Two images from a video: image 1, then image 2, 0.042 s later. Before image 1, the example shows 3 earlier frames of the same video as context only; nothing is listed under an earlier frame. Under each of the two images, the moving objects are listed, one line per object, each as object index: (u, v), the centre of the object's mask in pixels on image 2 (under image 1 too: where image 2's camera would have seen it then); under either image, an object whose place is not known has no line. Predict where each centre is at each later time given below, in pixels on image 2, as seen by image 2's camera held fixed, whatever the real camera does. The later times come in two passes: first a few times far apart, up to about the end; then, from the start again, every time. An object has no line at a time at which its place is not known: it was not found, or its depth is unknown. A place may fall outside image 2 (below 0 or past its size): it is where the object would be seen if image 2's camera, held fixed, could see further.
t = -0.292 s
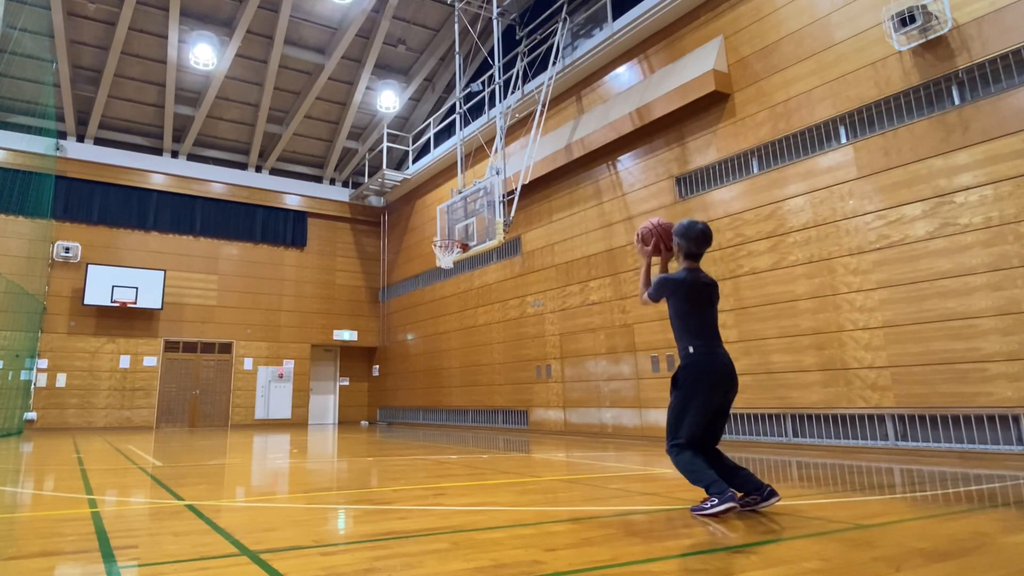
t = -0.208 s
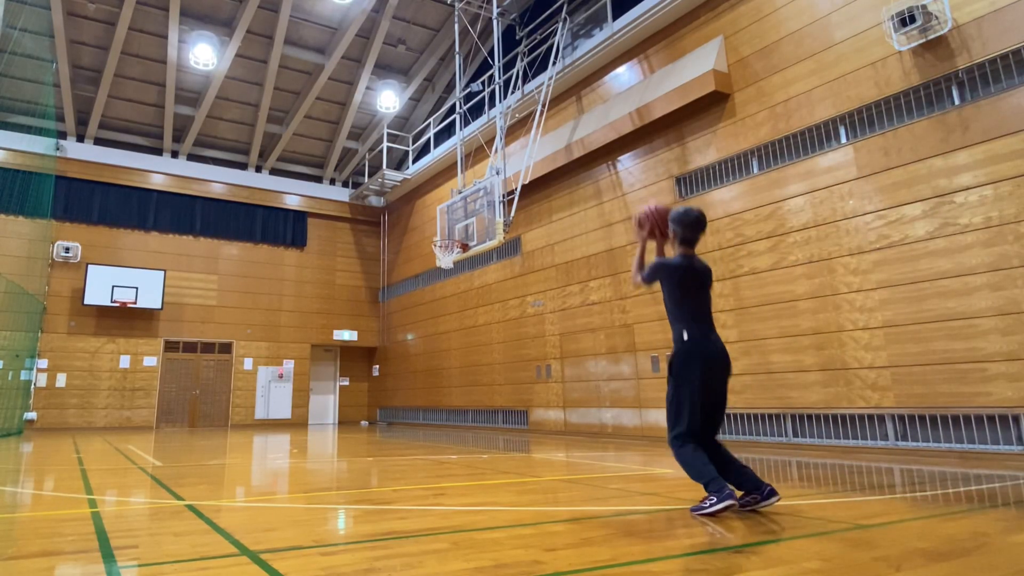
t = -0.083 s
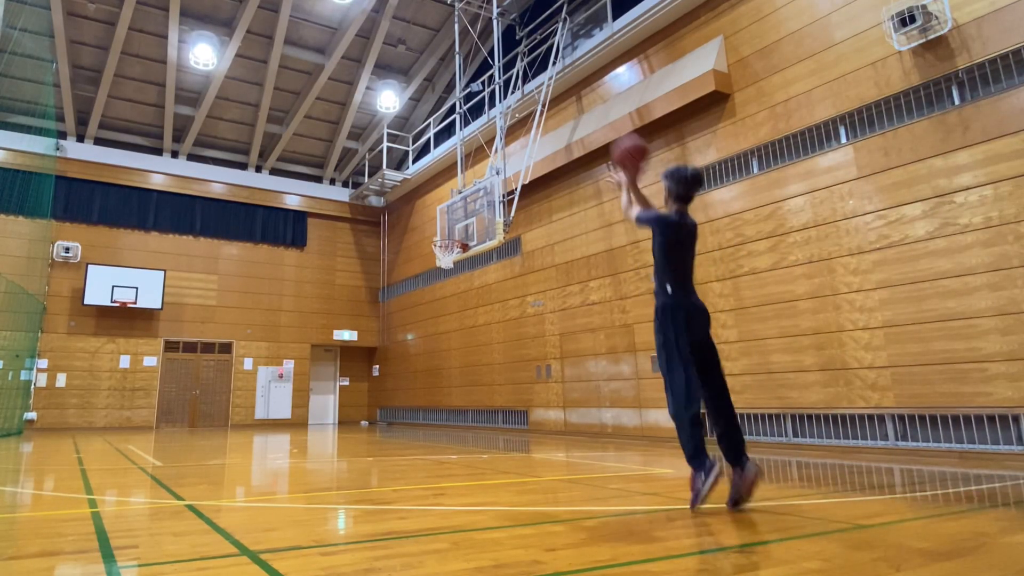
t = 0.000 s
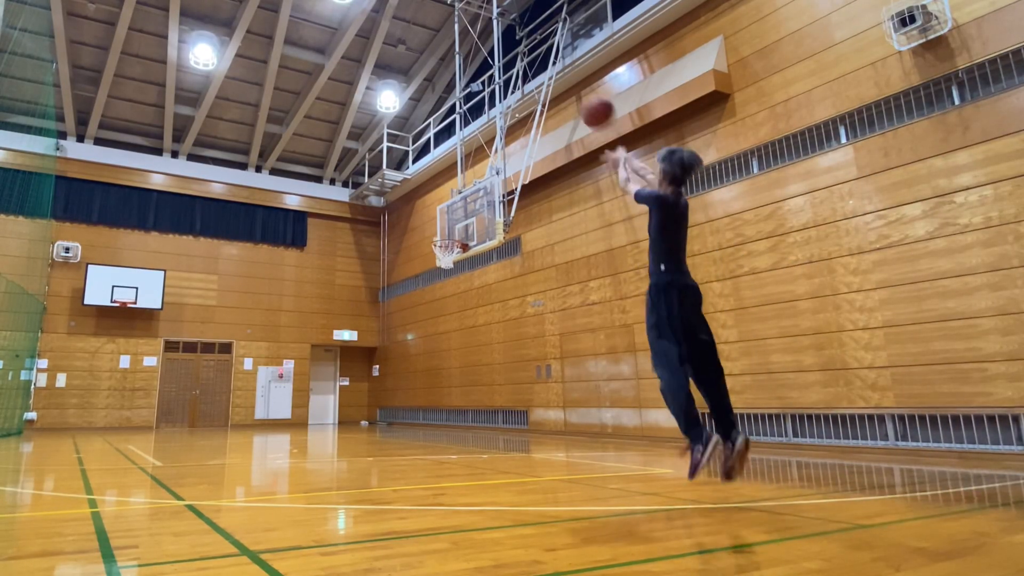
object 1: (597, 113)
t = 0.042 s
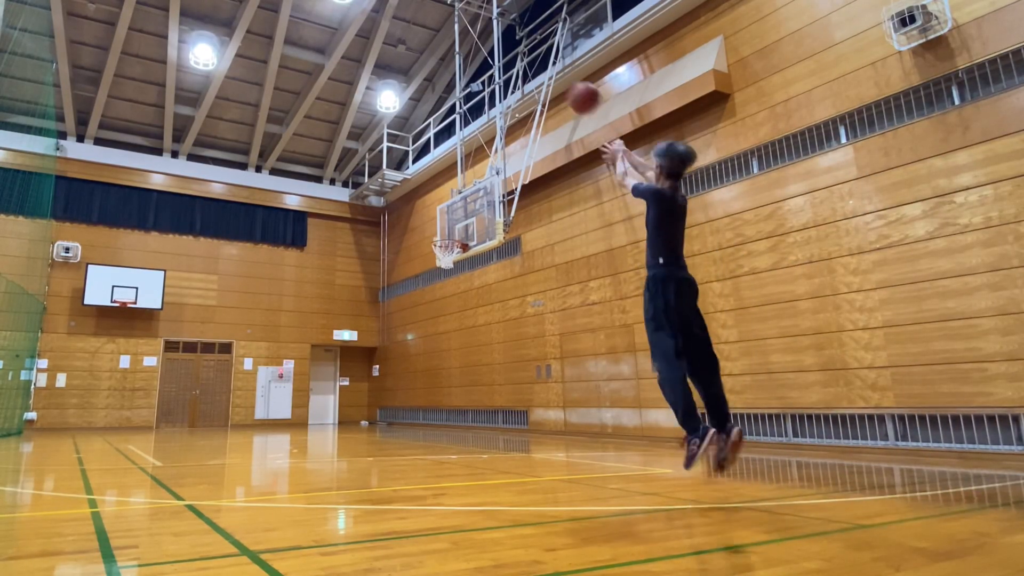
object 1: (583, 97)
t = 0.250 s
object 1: (535, 67)
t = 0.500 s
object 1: (497, 84)
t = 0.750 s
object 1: (473, 135)
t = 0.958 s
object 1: (458, 194)
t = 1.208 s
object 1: (438, 255)
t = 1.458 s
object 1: (447, 255)
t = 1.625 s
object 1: (450, 275)
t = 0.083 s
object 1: (573, 87)
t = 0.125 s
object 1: (561, 79)
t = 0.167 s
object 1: (551, 72)
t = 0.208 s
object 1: (542, 69)
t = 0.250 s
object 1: (535, 67)
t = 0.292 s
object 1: (528, 67)
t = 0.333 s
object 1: (521, 68)
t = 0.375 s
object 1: (514, 70)
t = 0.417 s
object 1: (509, 74)
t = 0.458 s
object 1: (503, 78)
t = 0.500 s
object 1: (497, 84)
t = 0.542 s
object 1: (492, 90)
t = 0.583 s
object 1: (488, 98)
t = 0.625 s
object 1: (484, 105)
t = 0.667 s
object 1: (480, 114)
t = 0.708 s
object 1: (476, 123)
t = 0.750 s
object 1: (473, 135)
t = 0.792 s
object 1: (469, 145)
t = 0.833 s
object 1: (466, 156)
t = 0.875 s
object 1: (463, 169)
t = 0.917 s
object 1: (461, 181)
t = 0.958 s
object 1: (458, 194)
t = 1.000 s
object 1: (455, 208)
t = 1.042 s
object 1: (453, 223)
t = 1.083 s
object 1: (451, 236)
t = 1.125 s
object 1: (447, 247)
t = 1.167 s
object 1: (440, 256)
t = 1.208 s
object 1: (438, 255)
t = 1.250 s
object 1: (440, 255)
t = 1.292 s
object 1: (440, 253)
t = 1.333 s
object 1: (443, 252)
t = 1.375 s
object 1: (445, 251)
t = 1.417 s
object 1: (446, 253)
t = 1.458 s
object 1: (447, 255)
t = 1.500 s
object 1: (448, 259)
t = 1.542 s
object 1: (448, 263)
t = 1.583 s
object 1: (450, 270)
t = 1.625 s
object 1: (450, 275)
